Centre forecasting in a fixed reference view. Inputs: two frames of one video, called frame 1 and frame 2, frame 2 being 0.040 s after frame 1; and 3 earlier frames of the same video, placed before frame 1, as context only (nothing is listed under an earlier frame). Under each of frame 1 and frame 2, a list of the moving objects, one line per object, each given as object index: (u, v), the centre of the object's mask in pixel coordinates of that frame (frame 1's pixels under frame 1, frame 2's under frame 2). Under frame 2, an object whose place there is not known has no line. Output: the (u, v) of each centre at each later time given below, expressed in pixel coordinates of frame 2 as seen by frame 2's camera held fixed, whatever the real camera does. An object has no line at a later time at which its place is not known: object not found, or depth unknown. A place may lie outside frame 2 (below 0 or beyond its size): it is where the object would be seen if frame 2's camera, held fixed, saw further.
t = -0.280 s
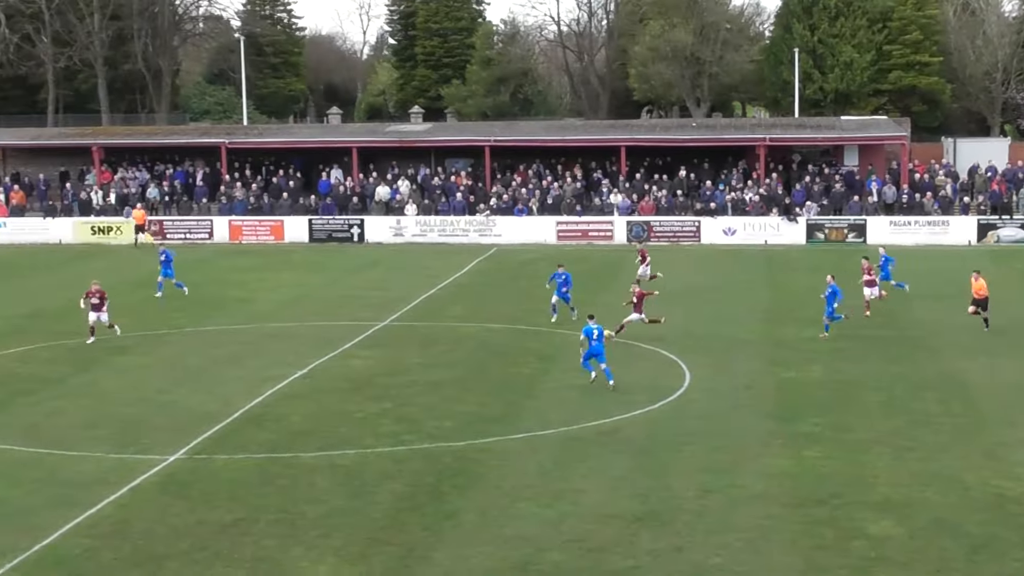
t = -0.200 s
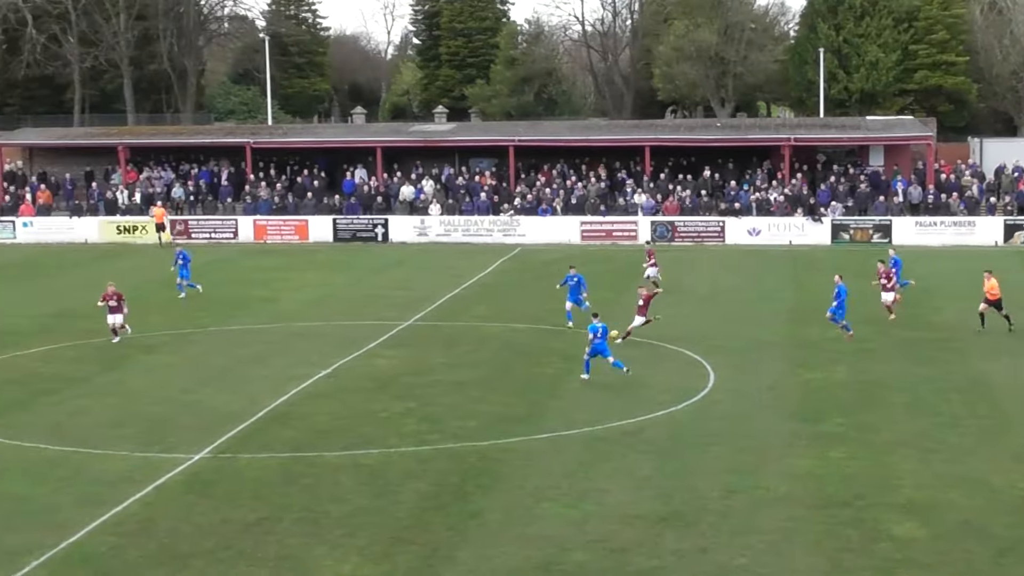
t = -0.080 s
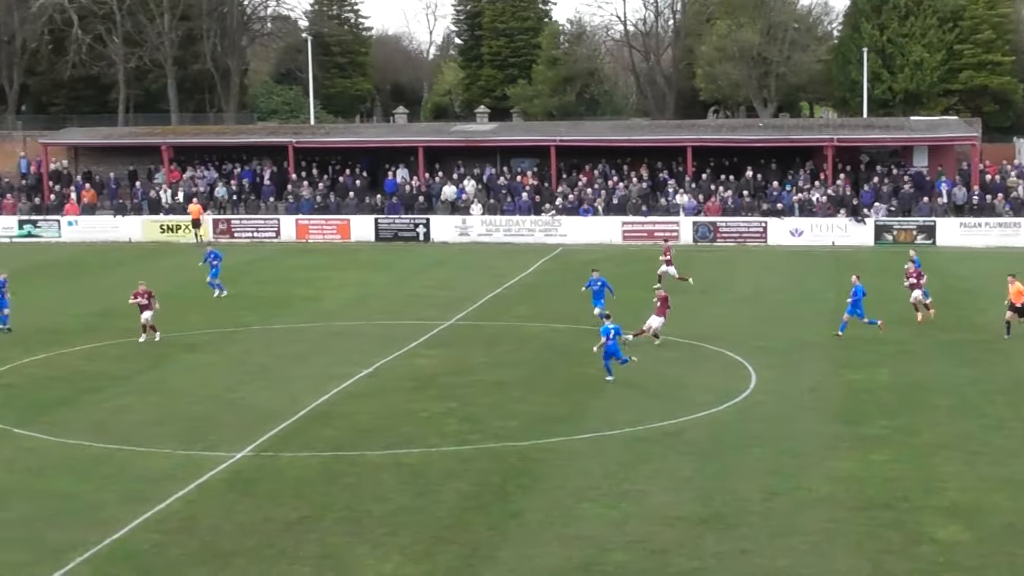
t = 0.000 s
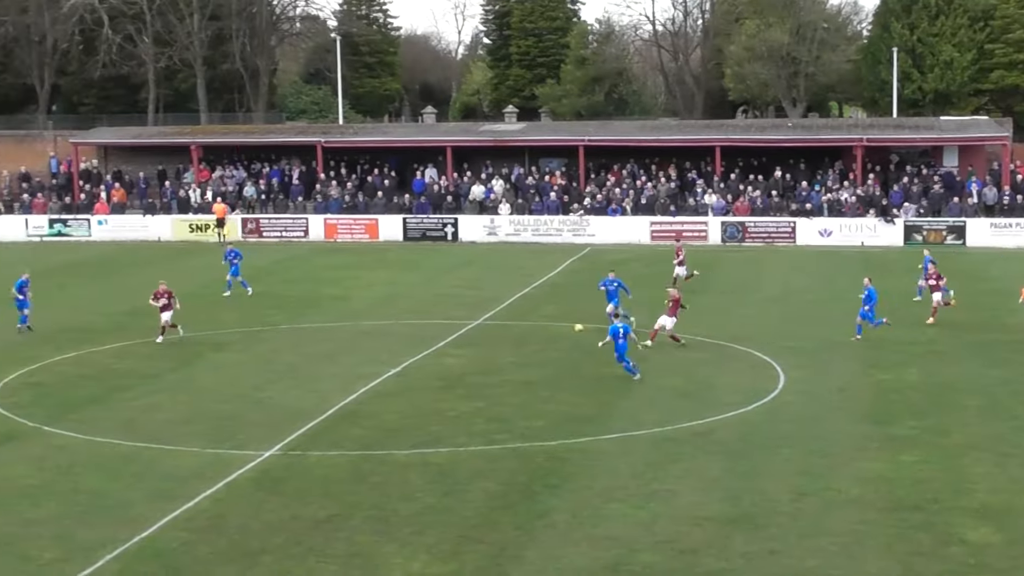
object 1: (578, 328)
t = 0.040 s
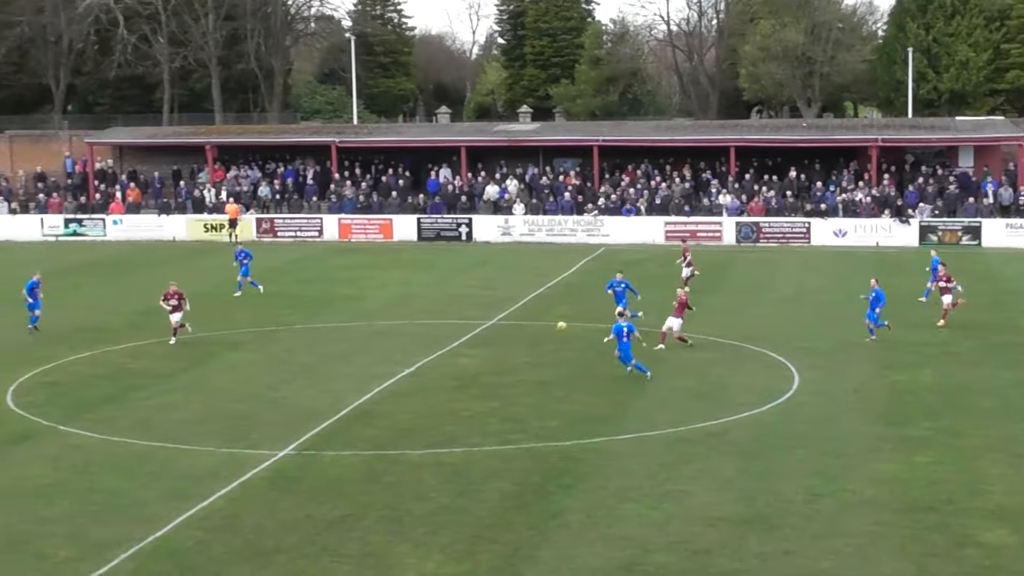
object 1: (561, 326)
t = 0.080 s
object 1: (532, 324)
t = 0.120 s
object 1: (503, 322)
